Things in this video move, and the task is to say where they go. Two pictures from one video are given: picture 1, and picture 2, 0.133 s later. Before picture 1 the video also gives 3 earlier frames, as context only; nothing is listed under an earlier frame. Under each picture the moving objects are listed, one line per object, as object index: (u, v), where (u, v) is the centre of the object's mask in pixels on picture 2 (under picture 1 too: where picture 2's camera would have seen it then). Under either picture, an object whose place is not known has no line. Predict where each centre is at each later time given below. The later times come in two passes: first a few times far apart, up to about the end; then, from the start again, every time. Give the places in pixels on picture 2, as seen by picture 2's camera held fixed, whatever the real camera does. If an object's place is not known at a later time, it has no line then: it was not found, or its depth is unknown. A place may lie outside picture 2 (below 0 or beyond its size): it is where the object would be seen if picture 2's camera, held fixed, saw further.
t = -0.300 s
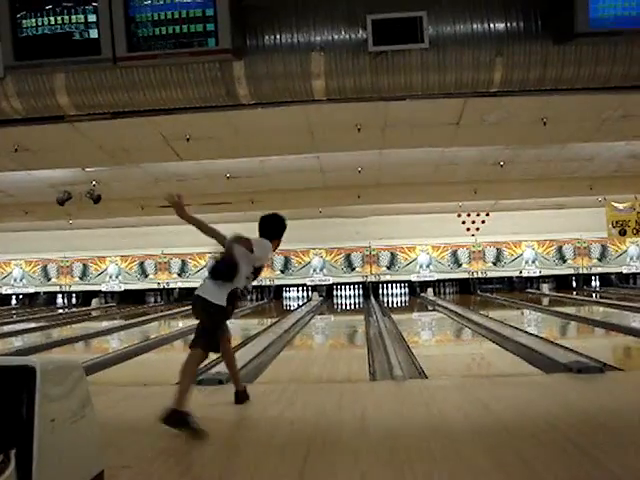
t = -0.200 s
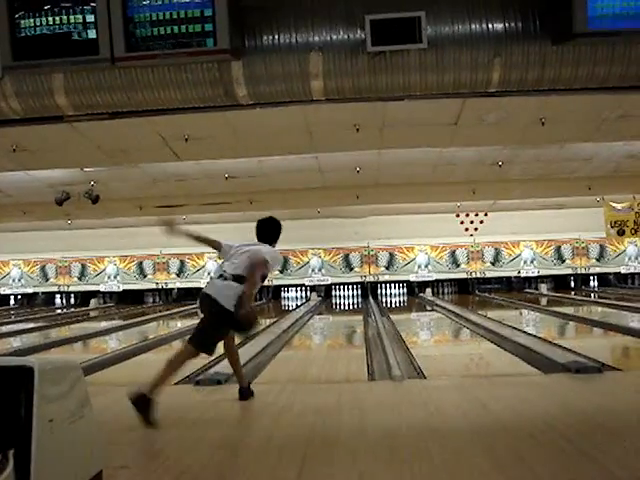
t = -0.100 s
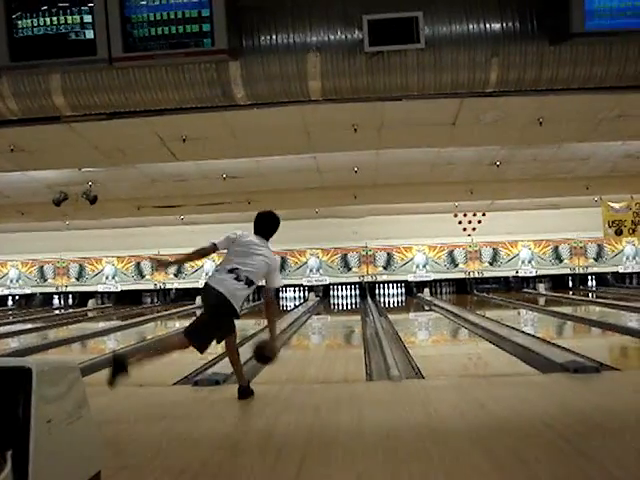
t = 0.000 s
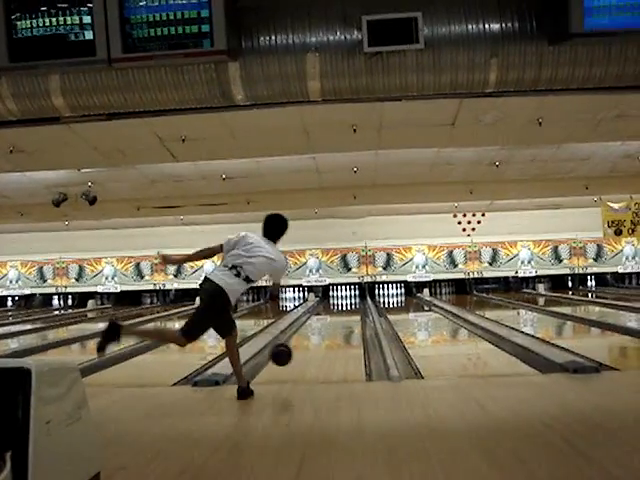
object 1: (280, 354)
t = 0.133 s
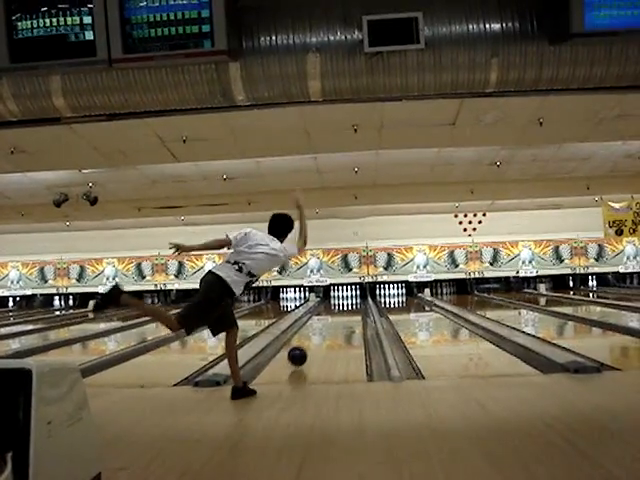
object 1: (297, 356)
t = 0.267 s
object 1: (308, 346)
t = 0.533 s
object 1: (325, 331)
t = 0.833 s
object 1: (335, 320)
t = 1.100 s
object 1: (342, 313)
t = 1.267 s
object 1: (344, 309)
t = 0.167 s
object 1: (300, 353)
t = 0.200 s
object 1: (303, 351)
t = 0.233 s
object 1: (306, 348)
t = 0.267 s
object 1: (308, 346)
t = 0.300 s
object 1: (311, 344)
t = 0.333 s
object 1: (313, 341)
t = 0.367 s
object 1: (316, 339)
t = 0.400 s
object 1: (317, 338)
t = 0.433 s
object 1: (319, 336)
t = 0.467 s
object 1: (321, 334)
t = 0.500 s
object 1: (323, 332)
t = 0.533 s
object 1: (325, 331)
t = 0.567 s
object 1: (326, 329)
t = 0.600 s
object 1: (328, 328)
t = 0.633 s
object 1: (329, 327)
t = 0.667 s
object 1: (330, 326)
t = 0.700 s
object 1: (331, 324)
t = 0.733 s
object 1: (332, 323)
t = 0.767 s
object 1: (333, 322)
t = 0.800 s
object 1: (335, 321)
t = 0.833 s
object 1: (335, 320)
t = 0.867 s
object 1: (336, 318)
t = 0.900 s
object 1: (337, 318)
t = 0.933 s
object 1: (338, 317)
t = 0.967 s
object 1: (339, 316)
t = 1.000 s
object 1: (339, 315)
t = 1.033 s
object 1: (340, 314)
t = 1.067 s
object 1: (341, 314)
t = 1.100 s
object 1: (342, 313)
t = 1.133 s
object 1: (342, 312)
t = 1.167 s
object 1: (343, 311)
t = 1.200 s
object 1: (344, 310)
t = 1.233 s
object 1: (344, 309)
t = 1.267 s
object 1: (344, 309)
